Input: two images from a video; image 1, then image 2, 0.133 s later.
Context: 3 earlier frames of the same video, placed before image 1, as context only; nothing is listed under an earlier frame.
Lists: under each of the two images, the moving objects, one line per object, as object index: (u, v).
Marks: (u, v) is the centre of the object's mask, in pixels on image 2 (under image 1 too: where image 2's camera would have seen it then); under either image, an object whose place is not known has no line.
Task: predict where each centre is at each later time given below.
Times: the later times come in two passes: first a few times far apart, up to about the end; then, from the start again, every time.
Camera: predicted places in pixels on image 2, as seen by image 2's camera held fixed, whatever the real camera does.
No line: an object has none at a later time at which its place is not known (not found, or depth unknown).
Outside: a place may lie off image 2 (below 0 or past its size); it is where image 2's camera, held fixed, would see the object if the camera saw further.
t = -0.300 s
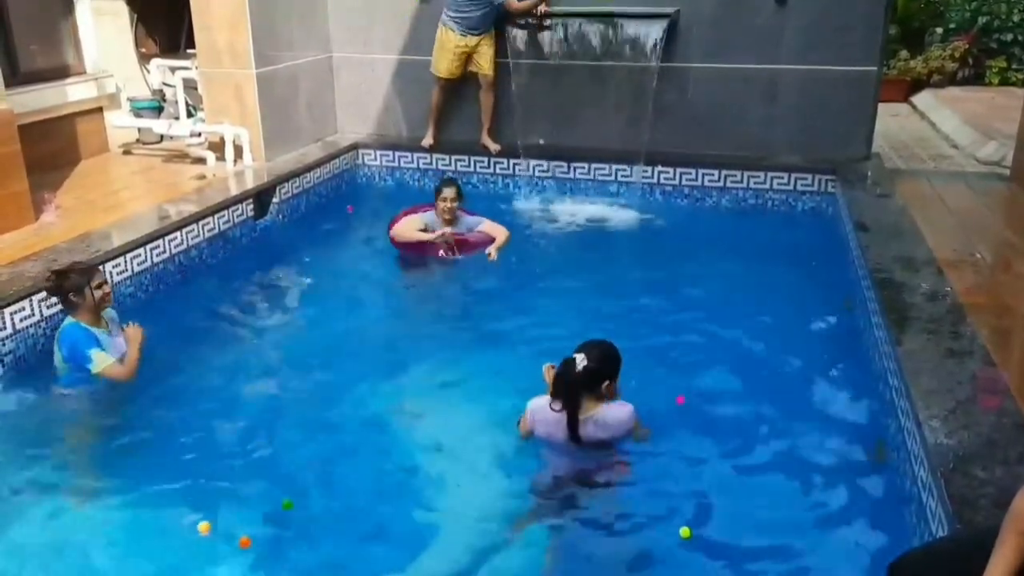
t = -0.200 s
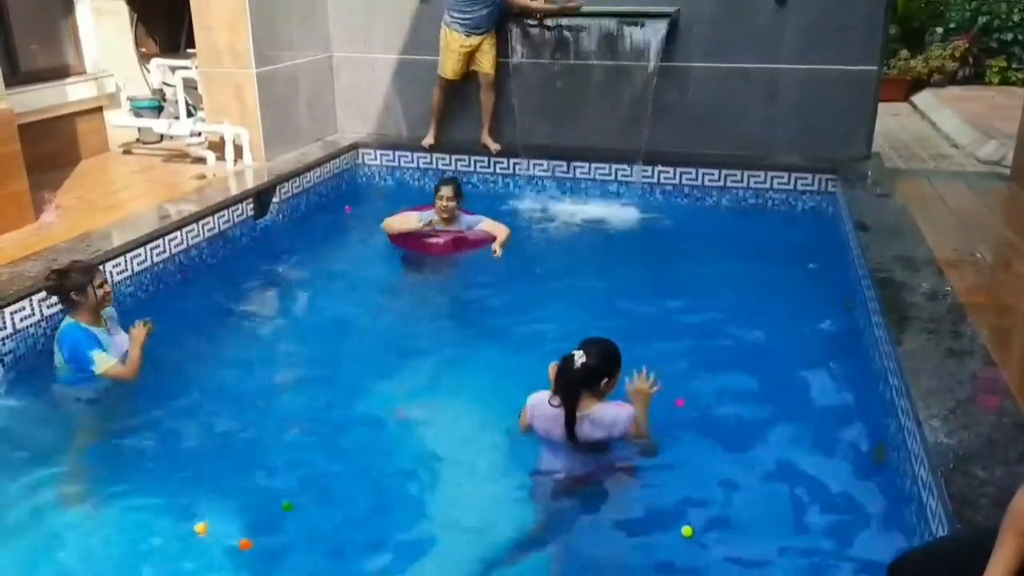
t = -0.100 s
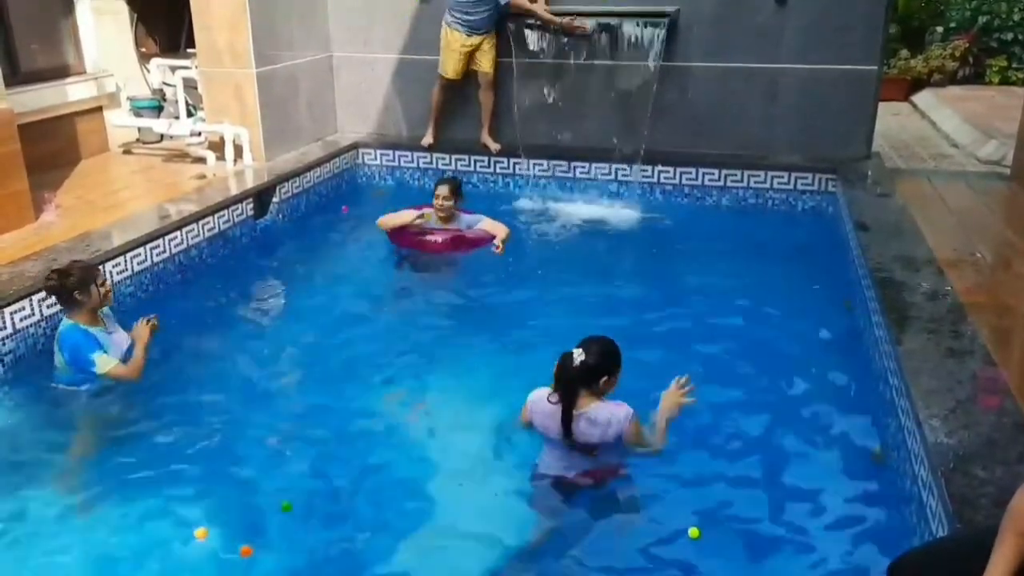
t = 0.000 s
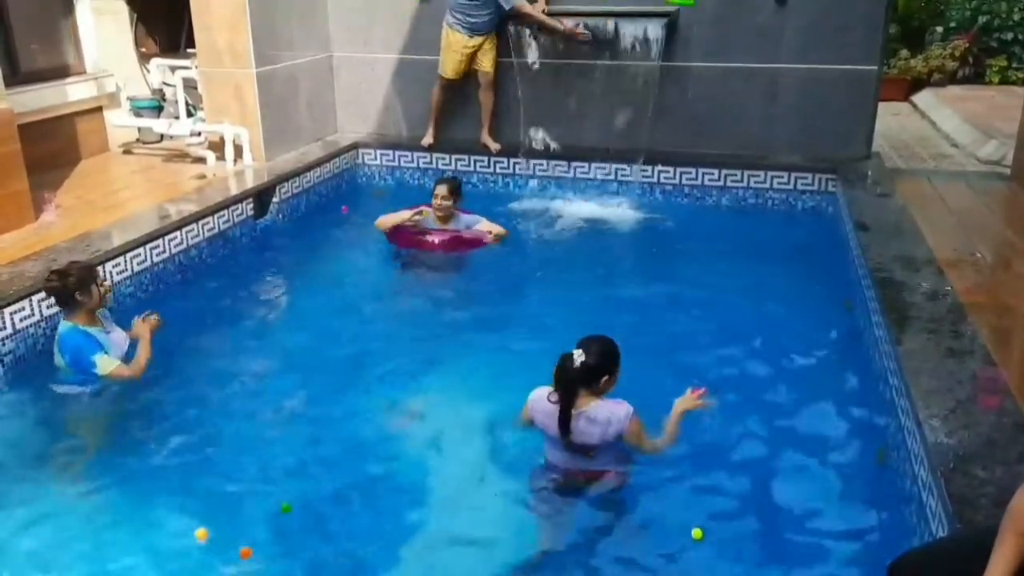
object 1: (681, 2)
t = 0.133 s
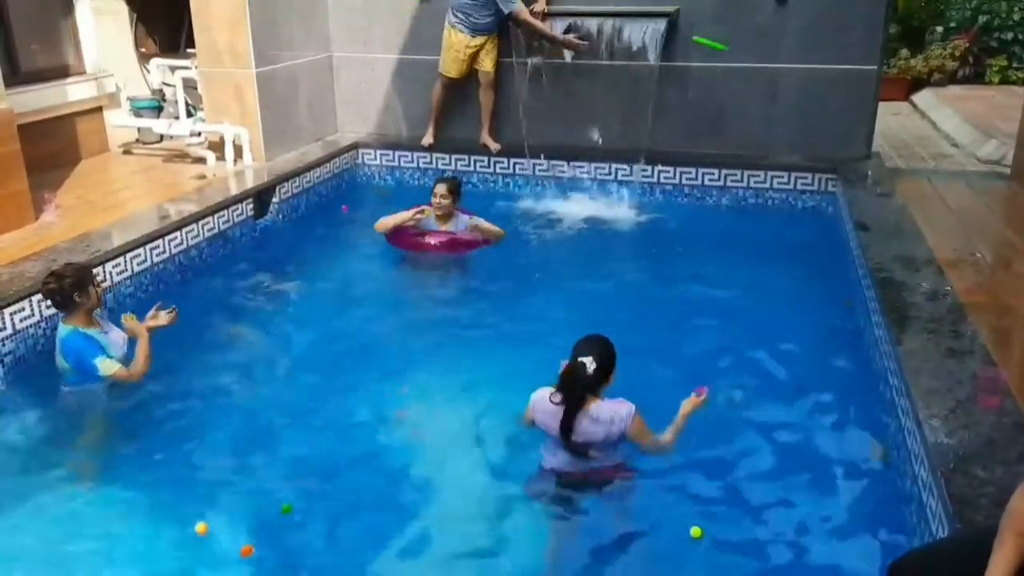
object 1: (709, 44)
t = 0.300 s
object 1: (759, 124)
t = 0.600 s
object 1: (800, 219)
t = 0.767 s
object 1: (793, 222)
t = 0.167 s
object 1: (719, 58)
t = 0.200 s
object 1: (730, 74)
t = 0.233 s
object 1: (739, 90)
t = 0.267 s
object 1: (750, 107)
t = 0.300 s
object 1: (759, 124)
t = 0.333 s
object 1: (771, 142)
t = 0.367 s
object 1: (784, 160)
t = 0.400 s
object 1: (797, 179)
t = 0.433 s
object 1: (809, 198)
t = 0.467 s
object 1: (820, 214)
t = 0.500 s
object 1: (812, 219)
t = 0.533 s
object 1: (807, 220)
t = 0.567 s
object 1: (803, 219)
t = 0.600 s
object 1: (800, 219)
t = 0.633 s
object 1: (797, 220)
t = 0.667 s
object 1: (796, 221)
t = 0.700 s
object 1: (795, 222)
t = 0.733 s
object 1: (793, 222)
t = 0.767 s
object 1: (793, 222)
